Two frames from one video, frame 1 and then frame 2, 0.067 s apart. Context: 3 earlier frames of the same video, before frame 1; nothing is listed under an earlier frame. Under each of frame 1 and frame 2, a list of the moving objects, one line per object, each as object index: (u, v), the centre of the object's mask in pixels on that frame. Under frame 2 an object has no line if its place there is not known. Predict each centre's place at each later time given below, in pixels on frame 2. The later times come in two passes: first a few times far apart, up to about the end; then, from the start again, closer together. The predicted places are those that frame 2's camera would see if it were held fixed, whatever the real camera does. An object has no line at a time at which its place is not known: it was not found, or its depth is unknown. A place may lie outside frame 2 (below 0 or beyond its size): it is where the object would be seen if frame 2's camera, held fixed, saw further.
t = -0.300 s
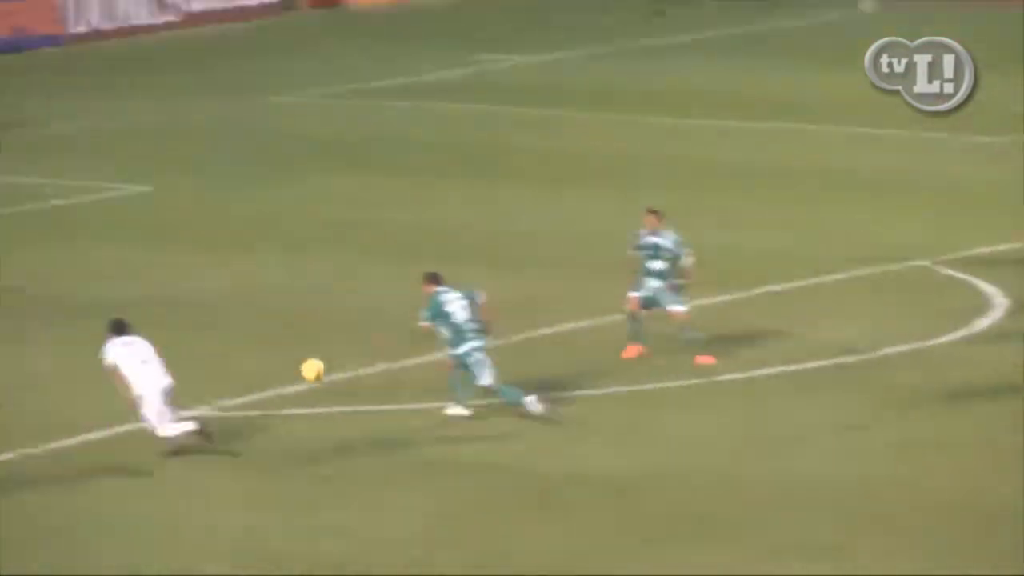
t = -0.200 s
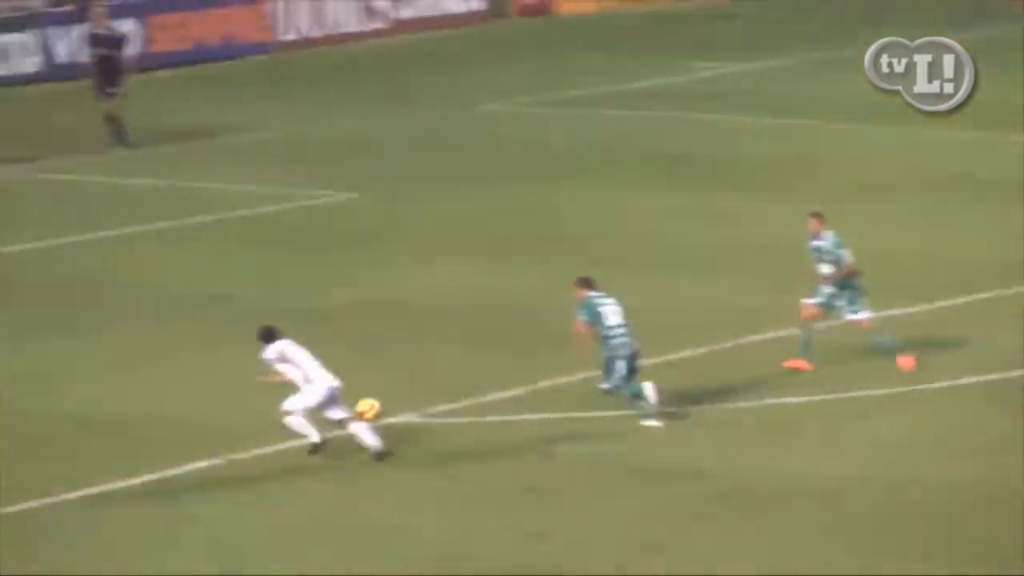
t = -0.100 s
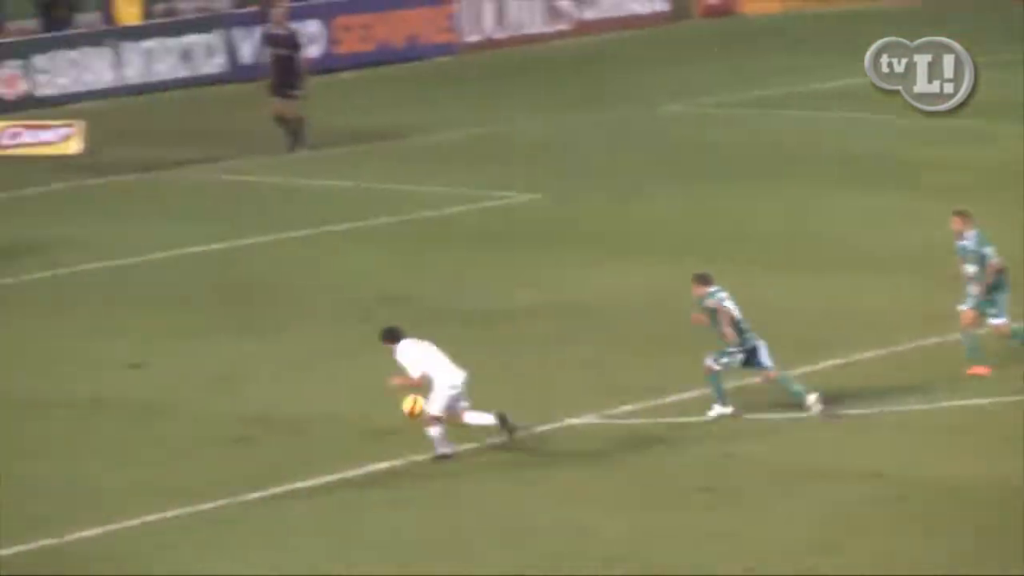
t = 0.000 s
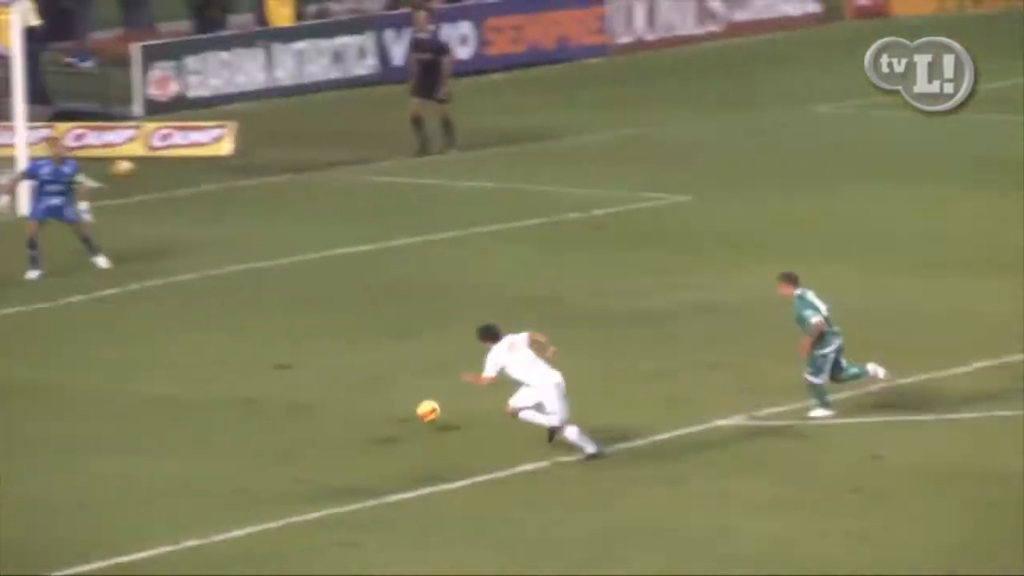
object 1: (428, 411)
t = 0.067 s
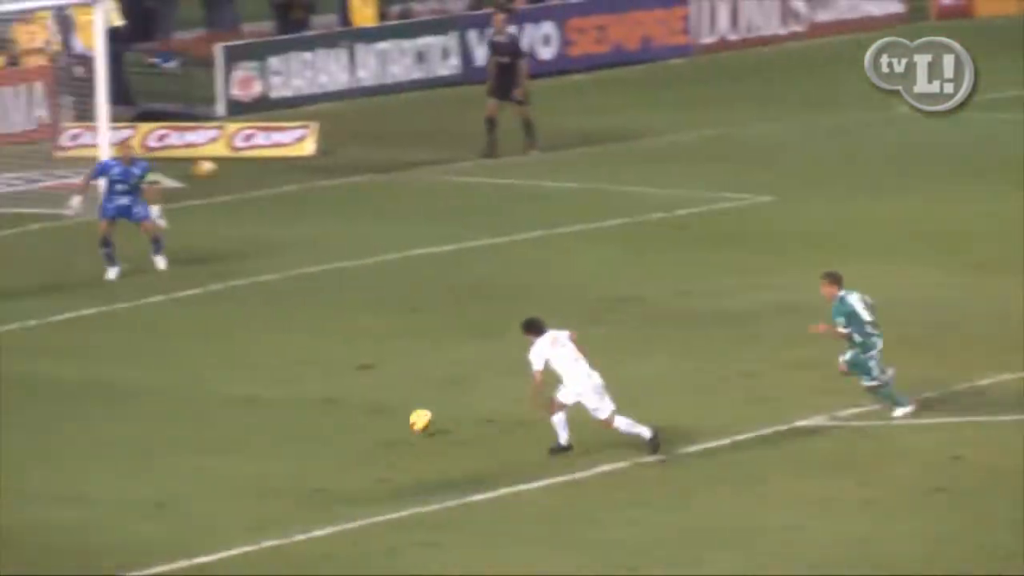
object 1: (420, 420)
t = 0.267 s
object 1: (177, 435)
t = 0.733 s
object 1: (-302, 466)
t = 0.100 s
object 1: (377, 426)
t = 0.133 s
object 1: (332, 432)
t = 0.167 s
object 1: (294, 433)
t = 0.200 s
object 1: (254, 433)
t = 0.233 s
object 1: (216, 433)
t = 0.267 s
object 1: (177, 435)
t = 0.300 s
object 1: (139, 438)
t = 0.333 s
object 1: (101, 442)
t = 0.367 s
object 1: (63, 446)
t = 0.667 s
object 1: (-240, 461)
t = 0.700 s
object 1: (-272, 464)
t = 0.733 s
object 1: (-302, 466)
